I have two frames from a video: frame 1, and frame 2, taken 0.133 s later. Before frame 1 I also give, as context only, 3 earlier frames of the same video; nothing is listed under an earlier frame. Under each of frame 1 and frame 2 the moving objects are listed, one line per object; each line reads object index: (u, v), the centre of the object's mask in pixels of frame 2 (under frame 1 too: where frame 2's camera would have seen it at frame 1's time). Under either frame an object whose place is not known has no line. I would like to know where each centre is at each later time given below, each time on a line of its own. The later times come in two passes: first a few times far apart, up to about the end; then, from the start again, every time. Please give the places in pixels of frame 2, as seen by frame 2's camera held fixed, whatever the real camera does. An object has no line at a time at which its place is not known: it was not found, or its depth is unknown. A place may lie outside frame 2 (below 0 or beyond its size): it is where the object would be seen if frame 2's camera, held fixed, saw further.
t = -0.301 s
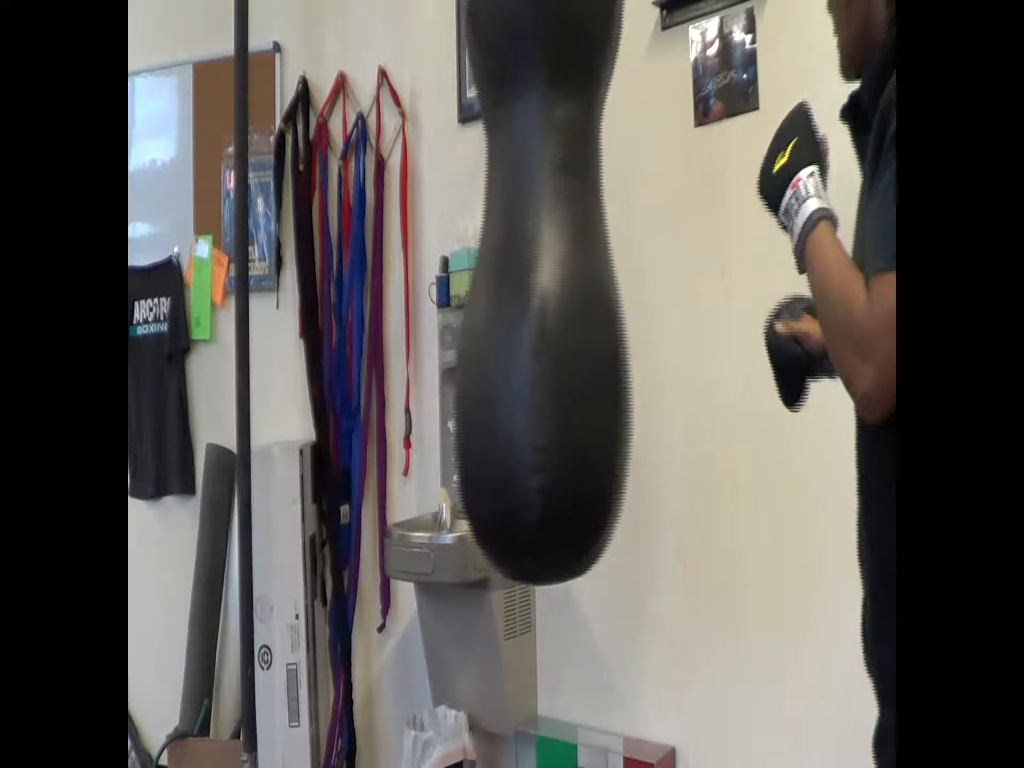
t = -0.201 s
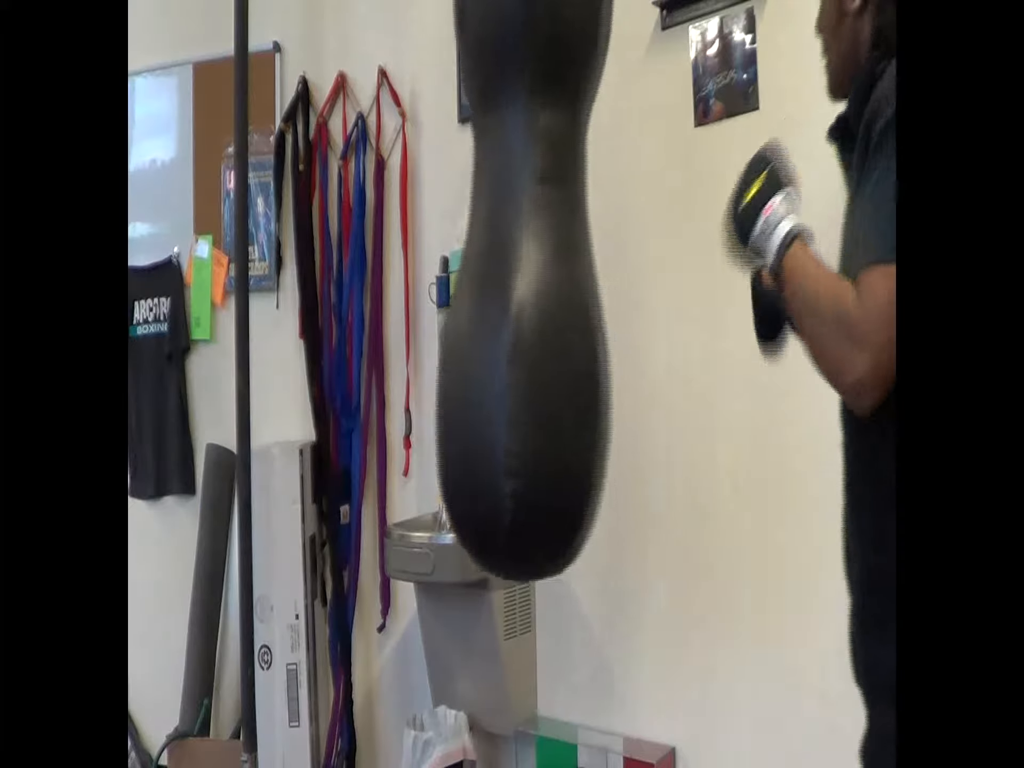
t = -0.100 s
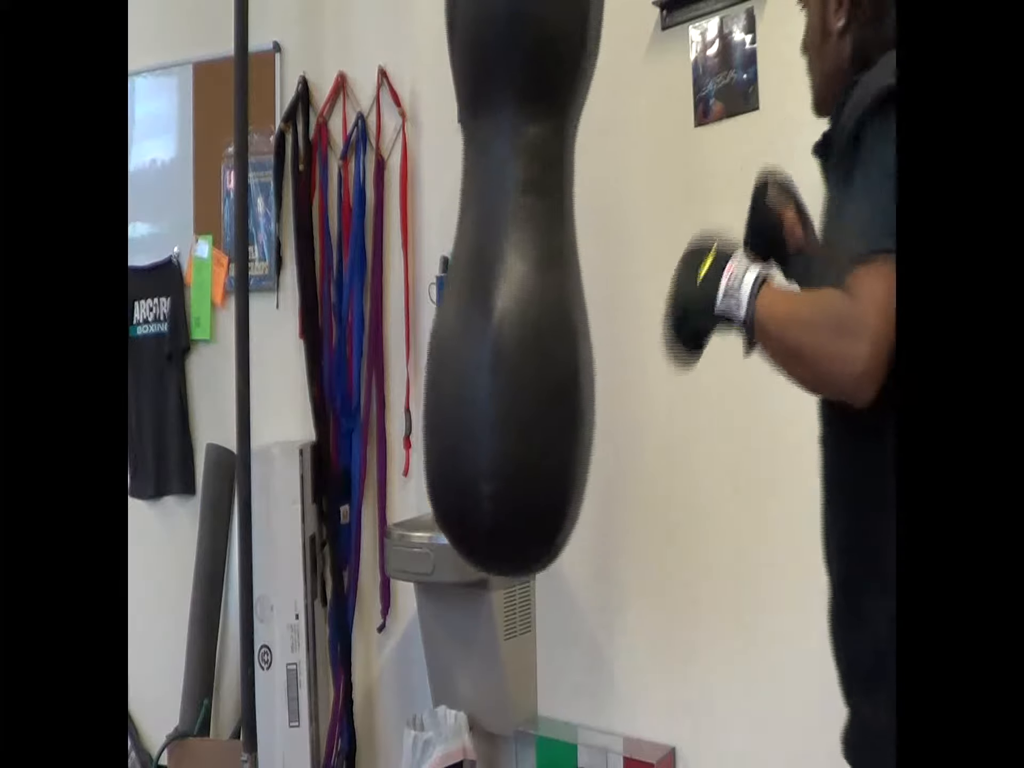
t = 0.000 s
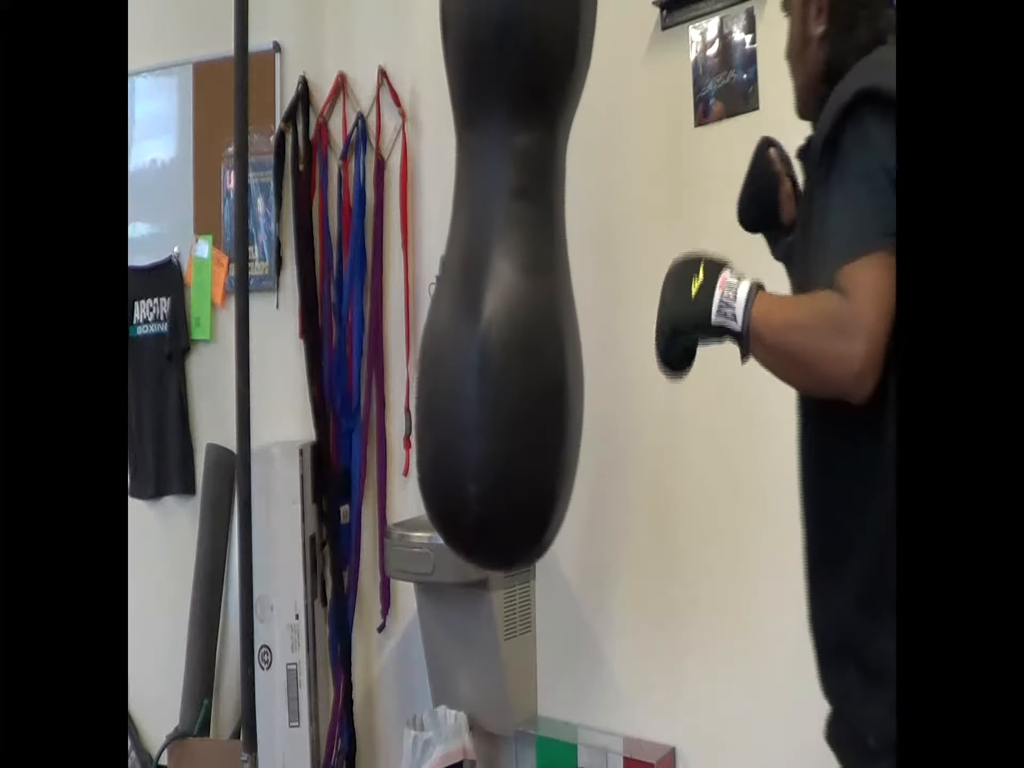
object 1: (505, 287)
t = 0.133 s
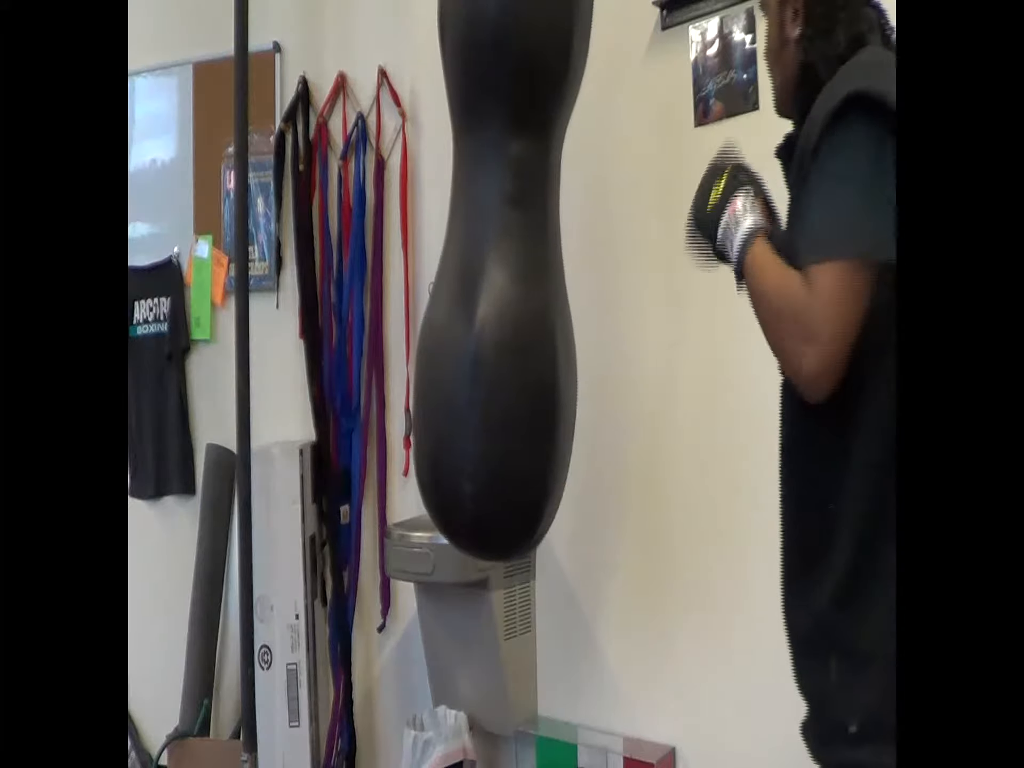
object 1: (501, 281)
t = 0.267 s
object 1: (504, 274)
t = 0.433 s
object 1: (518, 272)
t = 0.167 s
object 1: (501, 280)
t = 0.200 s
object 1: (501, 276)
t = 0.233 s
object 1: (503, 276)
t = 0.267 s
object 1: (504, 274)
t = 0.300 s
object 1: (507, 275)
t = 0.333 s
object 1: (509, 275)
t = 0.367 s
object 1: (512, 274)
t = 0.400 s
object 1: (515, 272)
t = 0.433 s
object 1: (518, 272)
